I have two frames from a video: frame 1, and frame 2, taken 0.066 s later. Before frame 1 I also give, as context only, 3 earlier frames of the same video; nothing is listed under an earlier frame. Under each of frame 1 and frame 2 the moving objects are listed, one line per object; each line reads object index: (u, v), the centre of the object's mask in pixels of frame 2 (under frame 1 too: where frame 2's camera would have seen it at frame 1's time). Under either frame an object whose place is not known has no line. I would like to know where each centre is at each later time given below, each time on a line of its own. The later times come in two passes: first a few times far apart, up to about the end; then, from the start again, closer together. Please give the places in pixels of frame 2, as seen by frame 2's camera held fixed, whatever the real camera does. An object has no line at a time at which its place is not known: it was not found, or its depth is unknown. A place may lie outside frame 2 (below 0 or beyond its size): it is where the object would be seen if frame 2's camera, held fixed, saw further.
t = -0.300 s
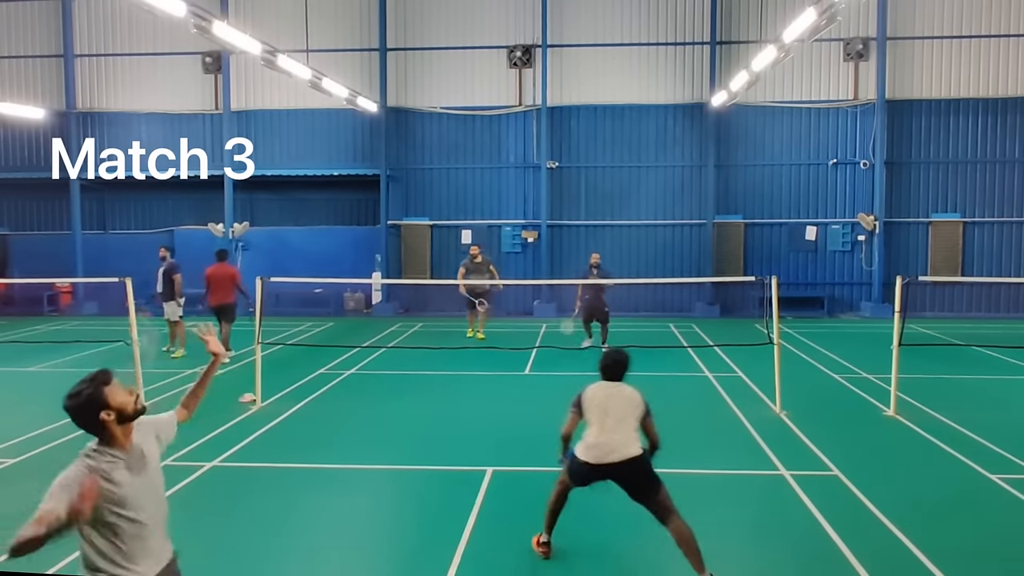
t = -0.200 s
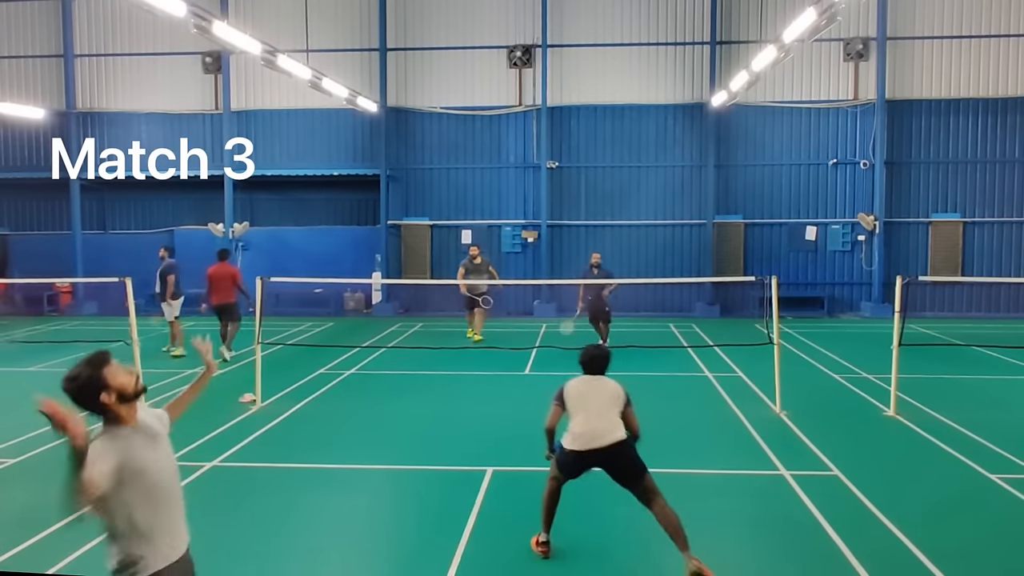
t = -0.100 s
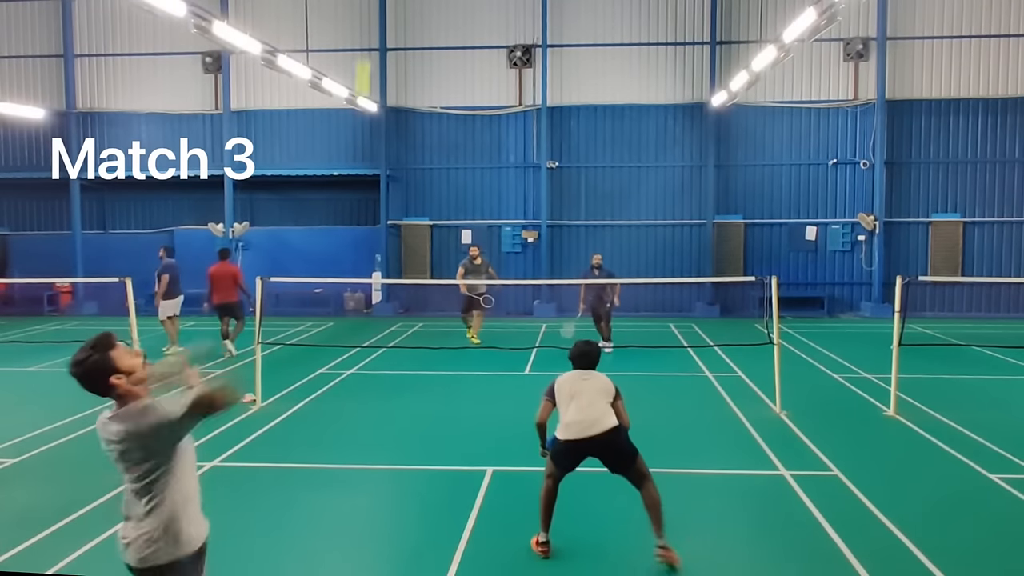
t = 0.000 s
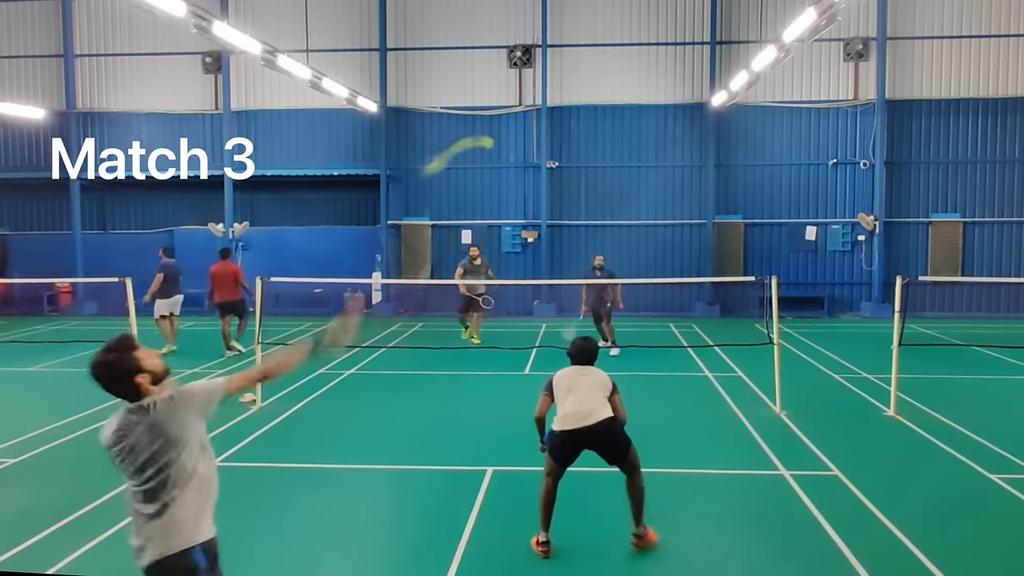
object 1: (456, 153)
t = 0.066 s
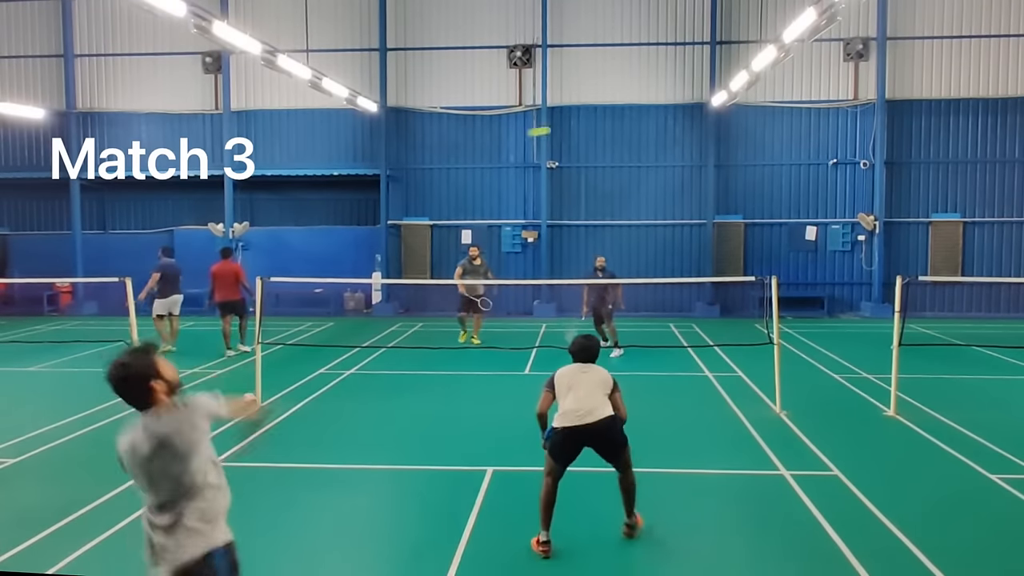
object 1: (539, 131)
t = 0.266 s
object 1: (591, 133)
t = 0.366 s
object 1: (601, 141)
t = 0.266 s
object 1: (591, 133)
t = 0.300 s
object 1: (595, 135)
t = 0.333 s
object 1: (598, 138)
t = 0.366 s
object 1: (601, 141)
